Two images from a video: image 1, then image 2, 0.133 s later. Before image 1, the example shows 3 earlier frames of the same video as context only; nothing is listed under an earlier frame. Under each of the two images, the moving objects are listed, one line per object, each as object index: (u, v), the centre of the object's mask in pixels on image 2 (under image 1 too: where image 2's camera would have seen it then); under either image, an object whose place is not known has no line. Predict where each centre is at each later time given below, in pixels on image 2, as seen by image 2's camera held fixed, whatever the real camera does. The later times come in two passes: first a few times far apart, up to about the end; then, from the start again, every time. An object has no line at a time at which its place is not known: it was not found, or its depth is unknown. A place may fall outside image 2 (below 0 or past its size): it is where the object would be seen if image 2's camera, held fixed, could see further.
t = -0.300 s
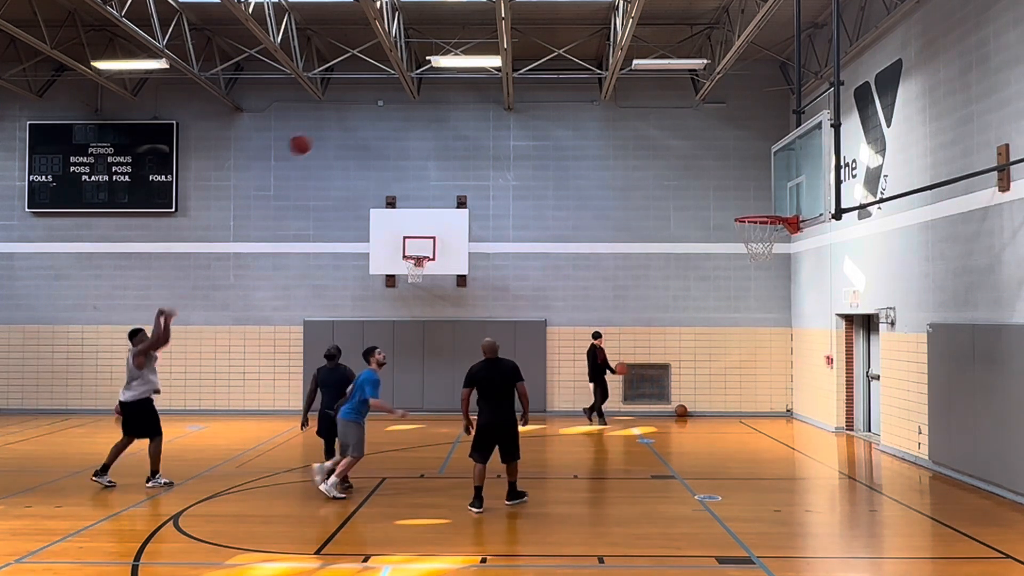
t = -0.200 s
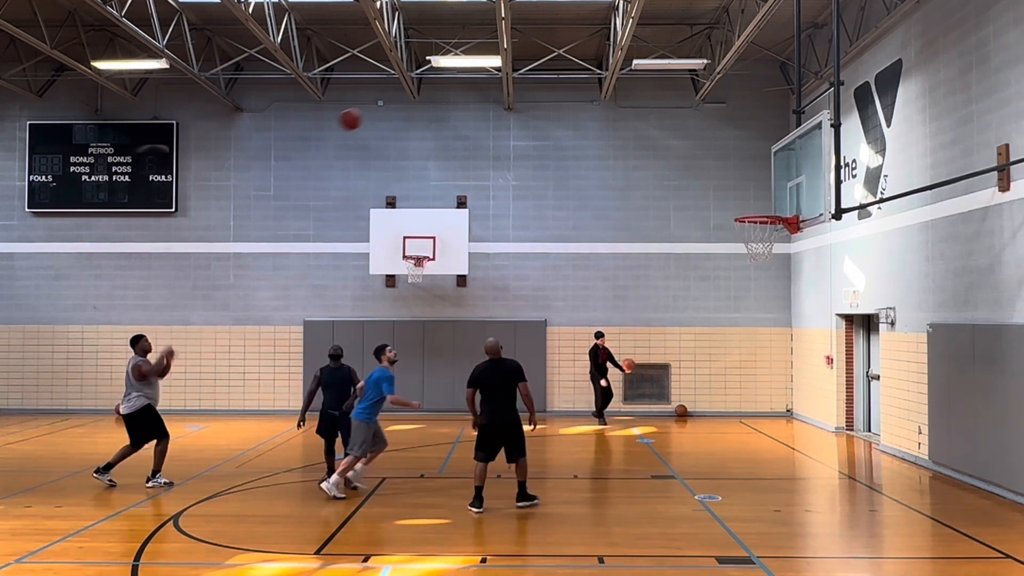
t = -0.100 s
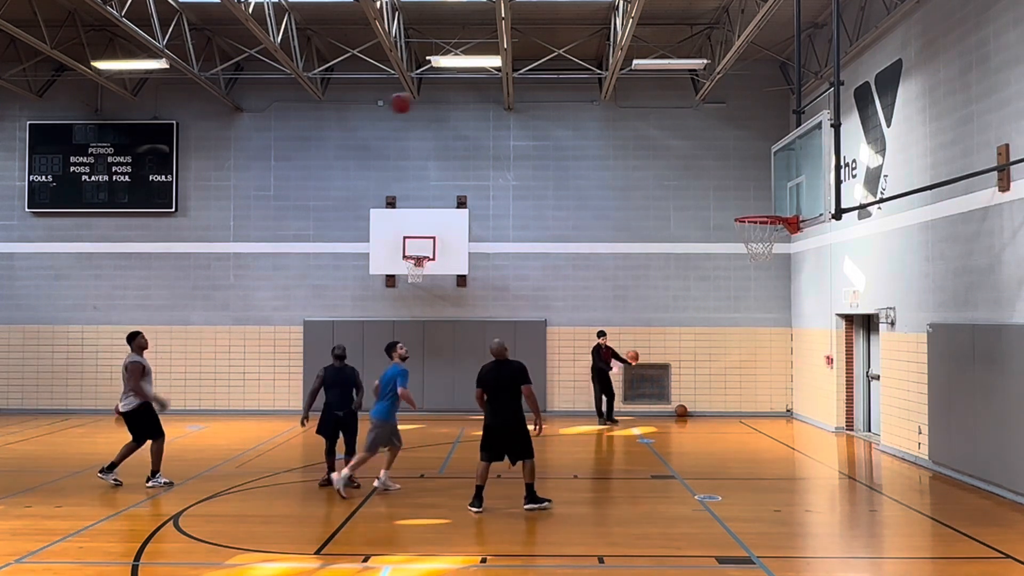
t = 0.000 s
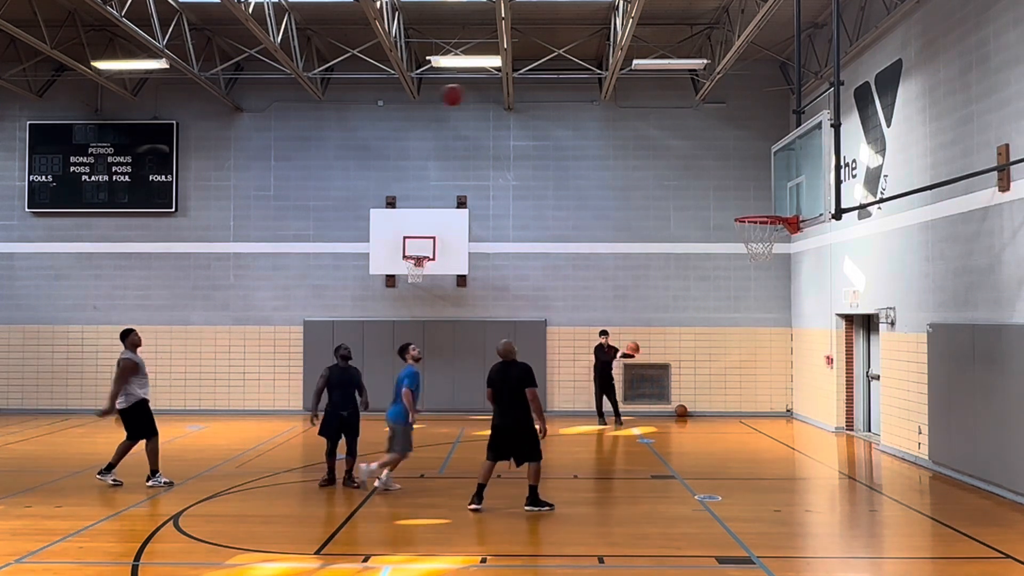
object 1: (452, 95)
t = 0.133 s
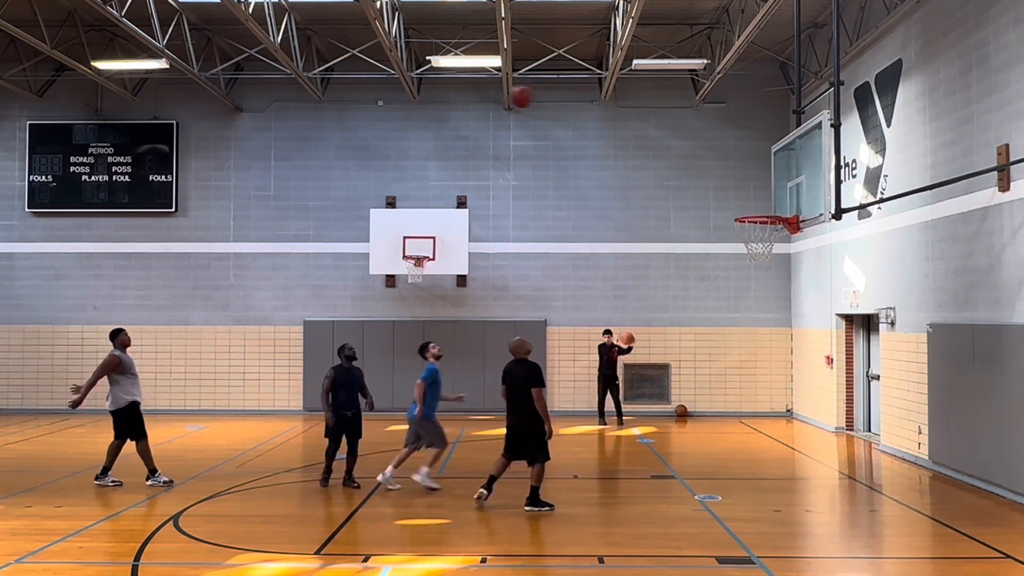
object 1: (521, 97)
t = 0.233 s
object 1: (574, 110)
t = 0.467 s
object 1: (702, 172)
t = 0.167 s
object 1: (539, 100)
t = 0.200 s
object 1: (556, 104)
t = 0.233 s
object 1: (574, 110)
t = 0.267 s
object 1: (592, 115)
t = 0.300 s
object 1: (610, 123)
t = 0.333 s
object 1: (628, 130)
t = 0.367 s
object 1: (646, 139)
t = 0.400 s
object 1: (664, 149)
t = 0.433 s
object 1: (683, 160)
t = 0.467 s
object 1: (702, 172)
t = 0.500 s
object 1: (720, 185)
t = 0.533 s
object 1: (739, 199)
